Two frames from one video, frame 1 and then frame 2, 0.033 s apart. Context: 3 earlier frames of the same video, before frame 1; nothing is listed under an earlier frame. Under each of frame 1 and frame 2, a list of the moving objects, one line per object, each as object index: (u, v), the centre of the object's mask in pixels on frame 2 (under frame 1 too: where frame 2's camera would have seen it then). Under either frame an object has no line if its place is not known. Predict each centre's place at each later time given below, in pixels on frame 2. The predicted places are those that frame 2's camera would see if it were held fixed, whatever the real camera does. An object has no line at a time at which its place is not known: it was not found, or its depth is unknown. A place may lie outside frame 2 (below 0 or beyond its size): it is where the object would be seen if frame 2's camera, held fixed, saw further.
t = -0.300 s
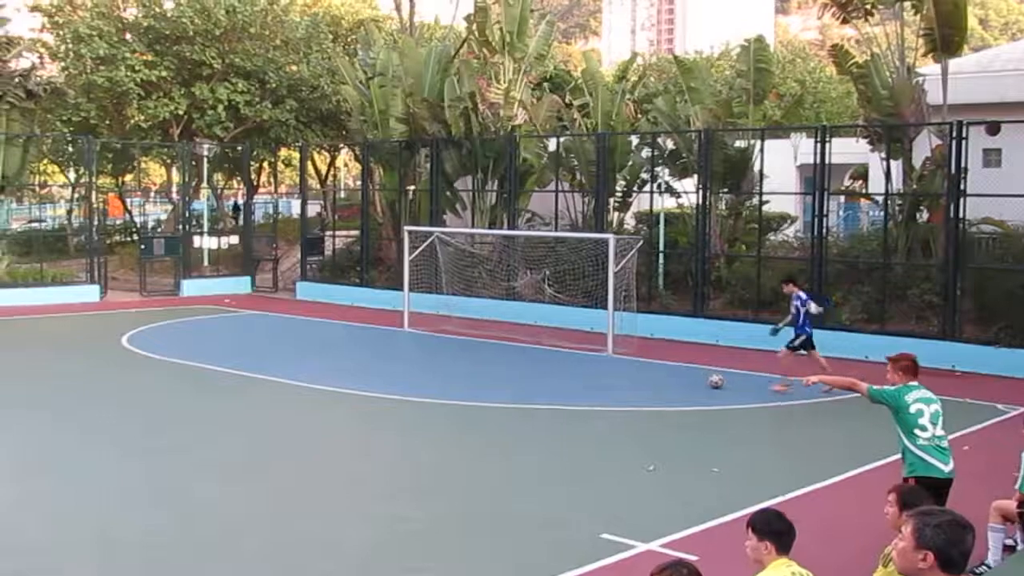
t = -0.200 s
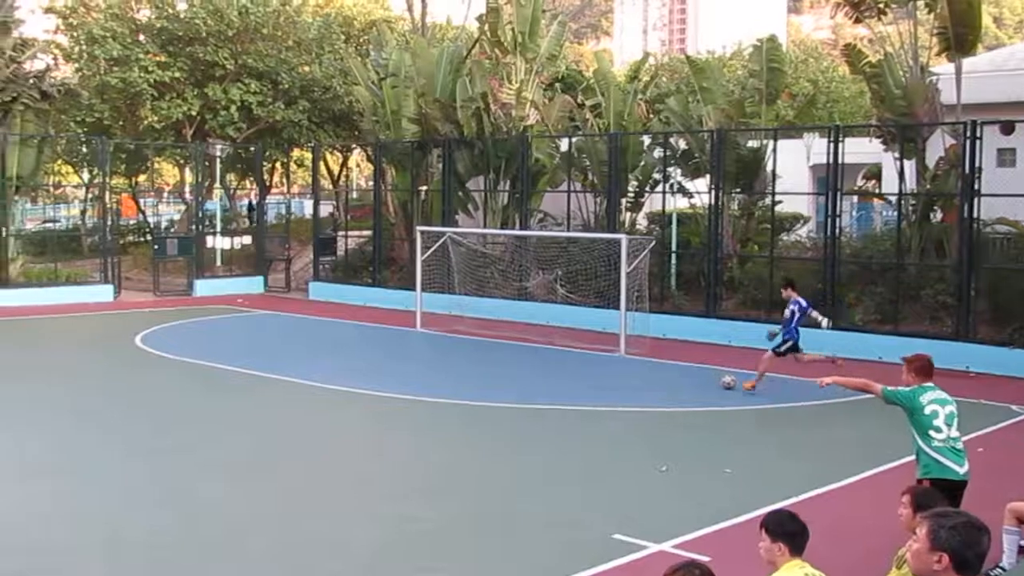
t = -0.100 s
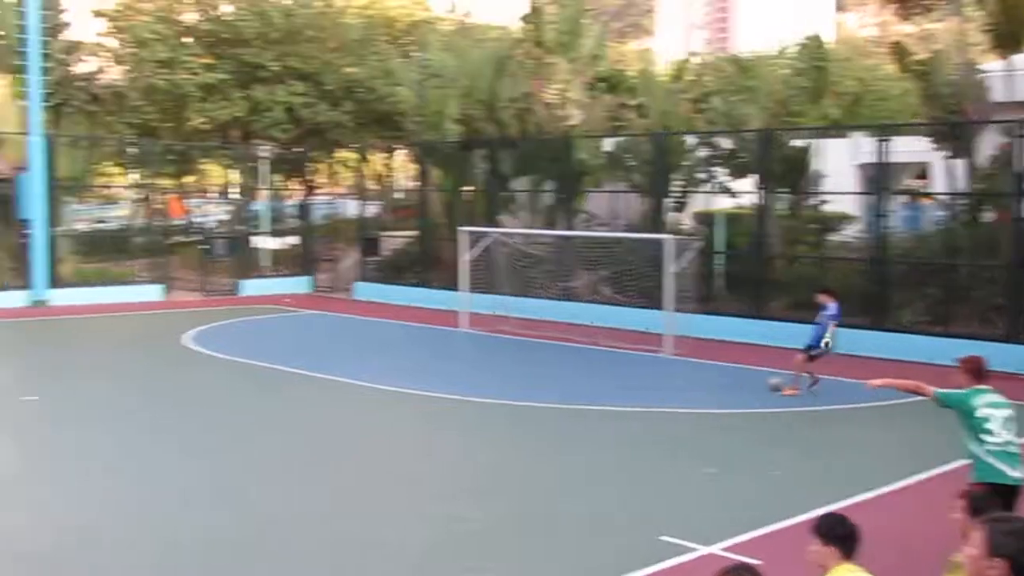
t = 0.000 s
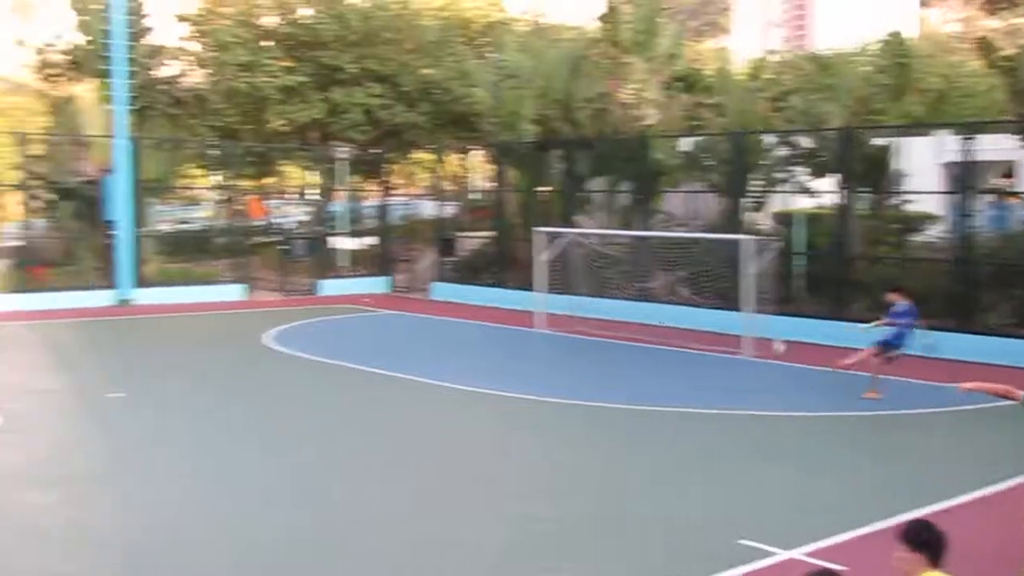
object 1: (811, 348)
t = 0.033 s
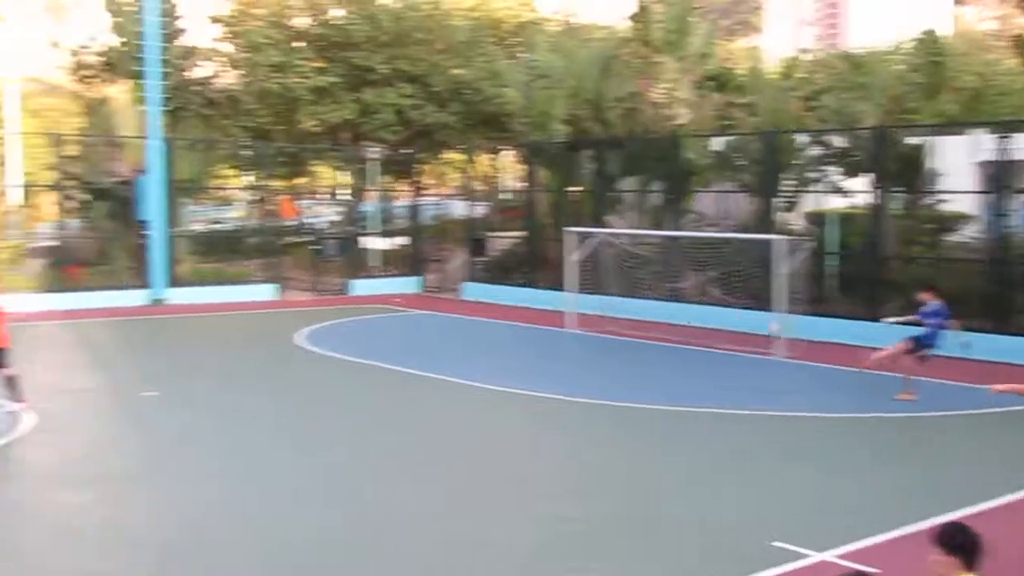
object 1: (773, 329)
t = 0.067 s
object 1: (738, 315)
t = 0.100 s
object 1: (701, 297)
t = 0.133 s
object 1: (664, 281)
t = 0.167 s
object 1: (627, 263)
